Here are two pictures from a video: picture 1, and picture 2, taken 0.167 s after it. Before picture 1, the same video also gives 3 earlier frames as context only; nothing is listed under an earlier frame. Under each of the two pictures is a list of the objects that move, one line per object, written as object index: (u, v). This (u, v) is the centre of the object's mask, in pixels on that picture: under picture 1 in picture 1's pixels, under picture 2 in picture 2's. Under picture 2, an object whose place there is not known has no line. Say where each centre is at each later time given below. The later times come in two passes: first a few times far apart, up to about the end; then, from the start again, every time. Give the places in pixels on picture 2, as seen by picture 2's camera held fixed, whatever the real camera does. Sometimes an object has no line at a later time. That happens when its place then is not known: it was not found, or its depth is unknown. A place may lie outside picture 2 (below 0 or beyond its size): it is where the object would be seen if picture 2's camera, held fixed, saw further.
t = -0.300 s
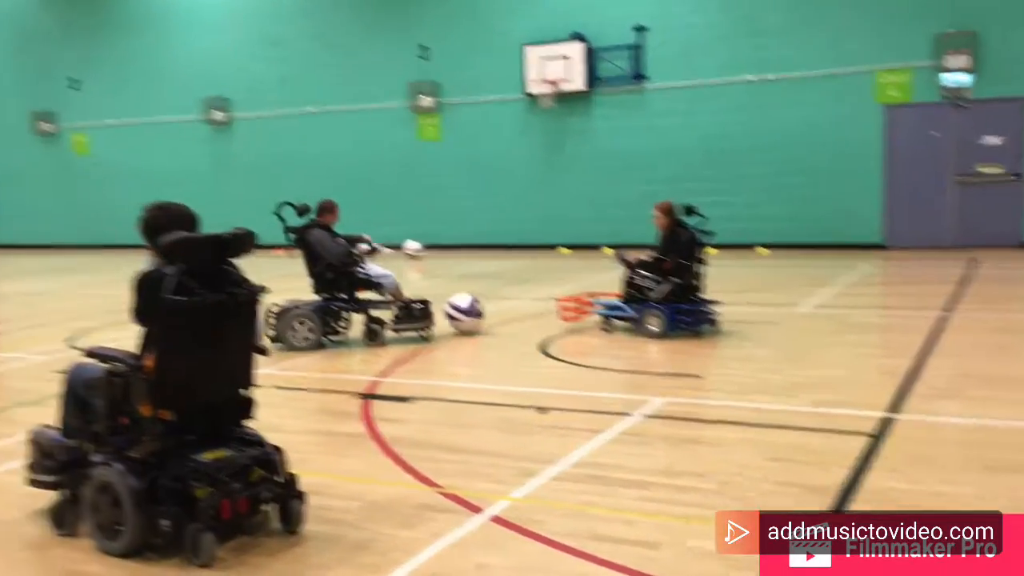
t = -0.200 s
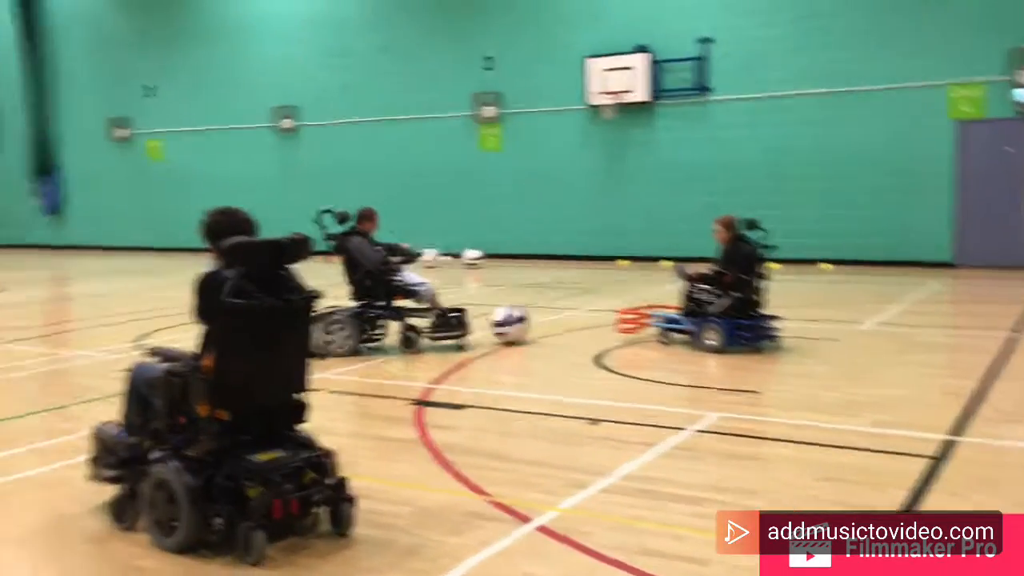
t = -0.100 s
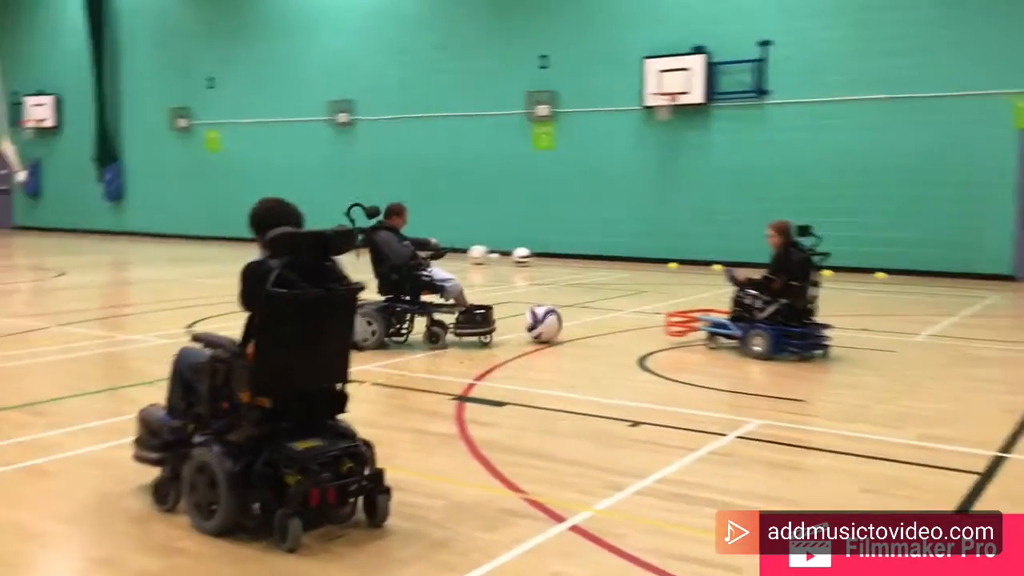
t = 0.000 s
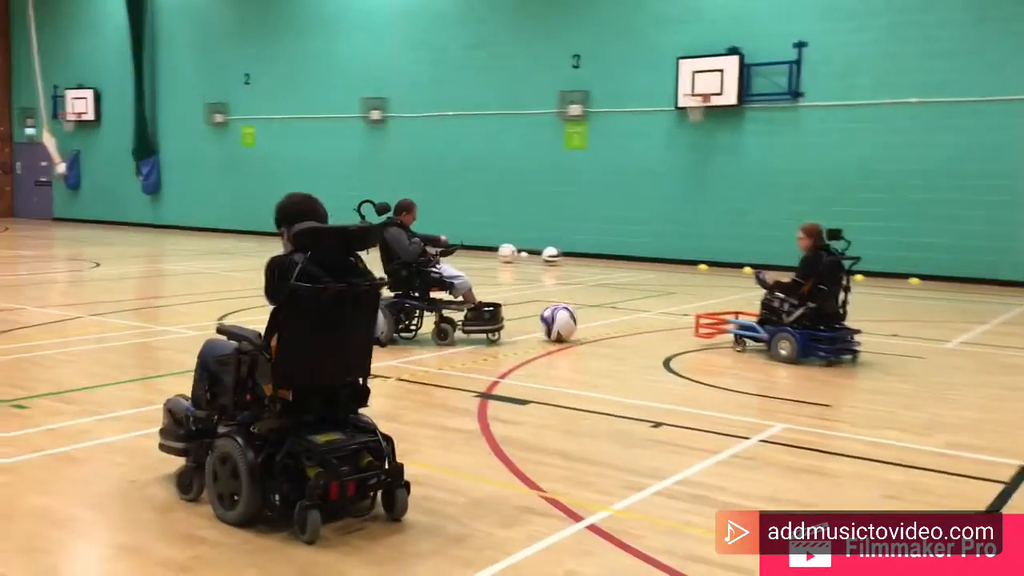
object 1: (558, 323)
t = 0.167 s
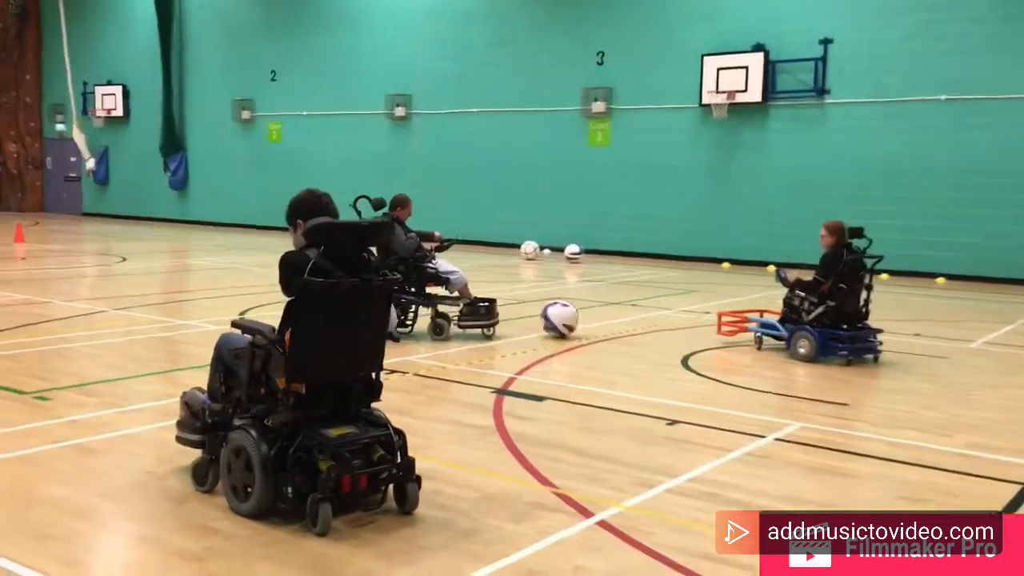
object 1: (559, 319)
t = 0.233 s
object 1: (553, 318)
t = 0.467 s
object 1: (530, 317)
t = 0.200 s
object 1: (556, 319)
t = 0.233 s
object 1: (553, 318)
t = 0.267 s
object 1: (549, 318)
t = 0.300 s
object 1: (546, 318)
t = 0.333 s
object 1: (543, 318)
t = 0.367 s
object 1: (539, 318)
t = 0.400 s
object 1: (536, 318)
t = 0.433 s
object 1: (533, 317)
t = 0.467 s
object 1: (530, 317)
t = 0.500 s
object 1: (527, 317)
